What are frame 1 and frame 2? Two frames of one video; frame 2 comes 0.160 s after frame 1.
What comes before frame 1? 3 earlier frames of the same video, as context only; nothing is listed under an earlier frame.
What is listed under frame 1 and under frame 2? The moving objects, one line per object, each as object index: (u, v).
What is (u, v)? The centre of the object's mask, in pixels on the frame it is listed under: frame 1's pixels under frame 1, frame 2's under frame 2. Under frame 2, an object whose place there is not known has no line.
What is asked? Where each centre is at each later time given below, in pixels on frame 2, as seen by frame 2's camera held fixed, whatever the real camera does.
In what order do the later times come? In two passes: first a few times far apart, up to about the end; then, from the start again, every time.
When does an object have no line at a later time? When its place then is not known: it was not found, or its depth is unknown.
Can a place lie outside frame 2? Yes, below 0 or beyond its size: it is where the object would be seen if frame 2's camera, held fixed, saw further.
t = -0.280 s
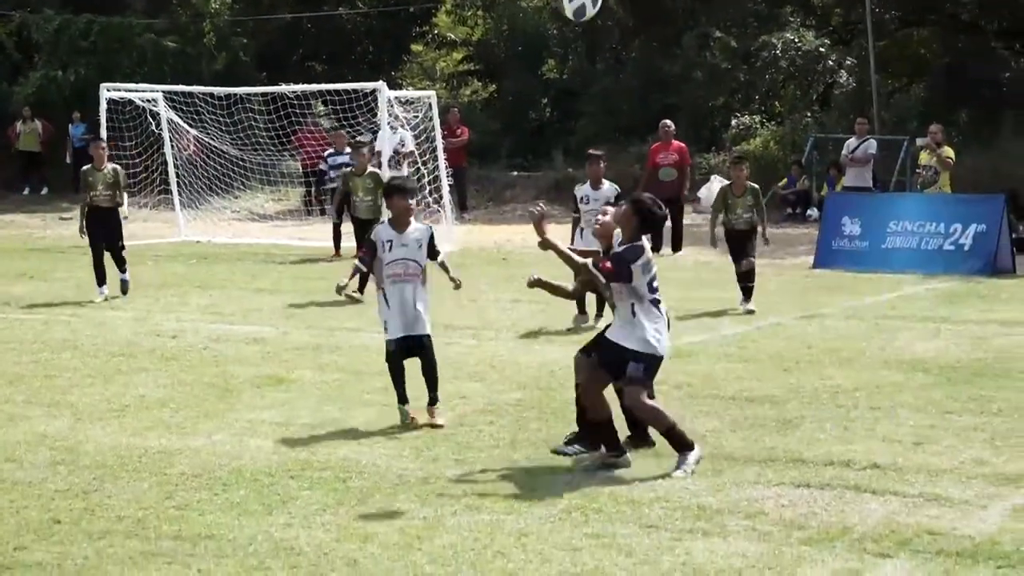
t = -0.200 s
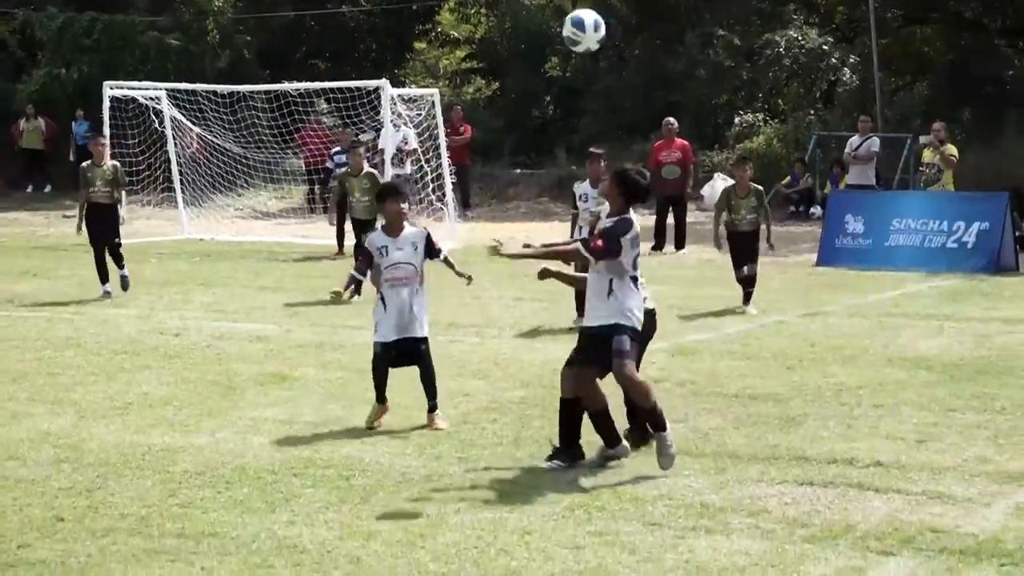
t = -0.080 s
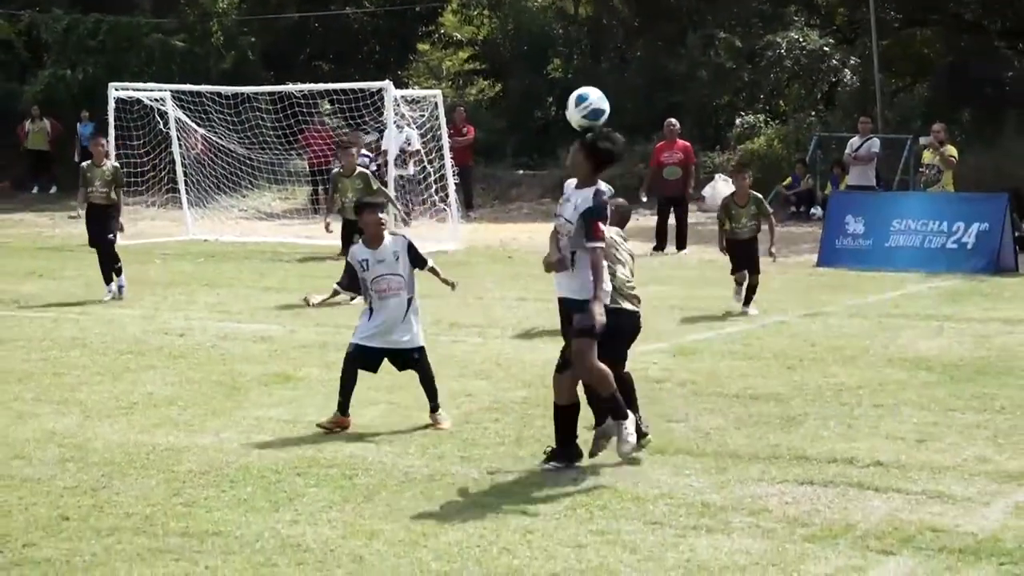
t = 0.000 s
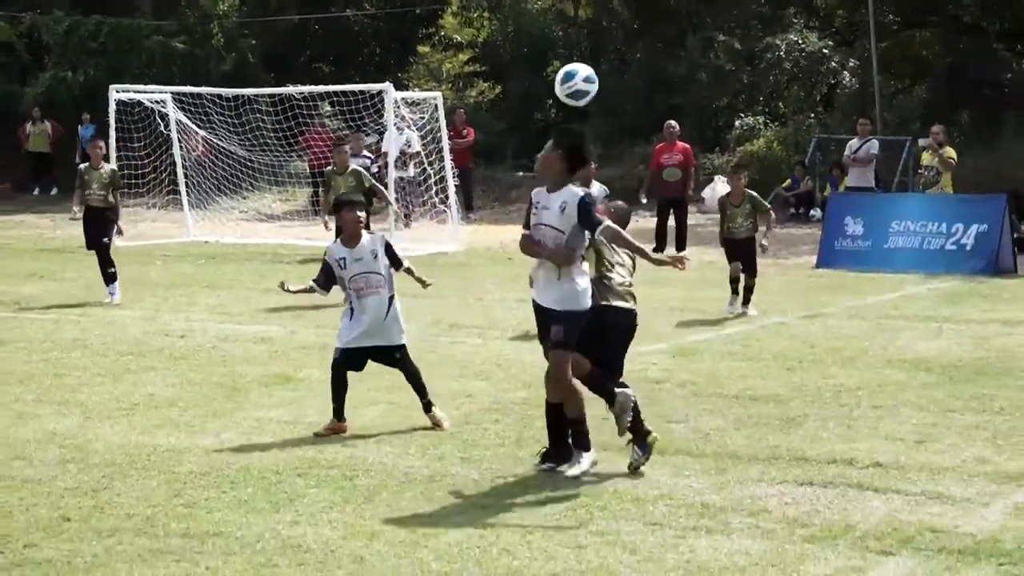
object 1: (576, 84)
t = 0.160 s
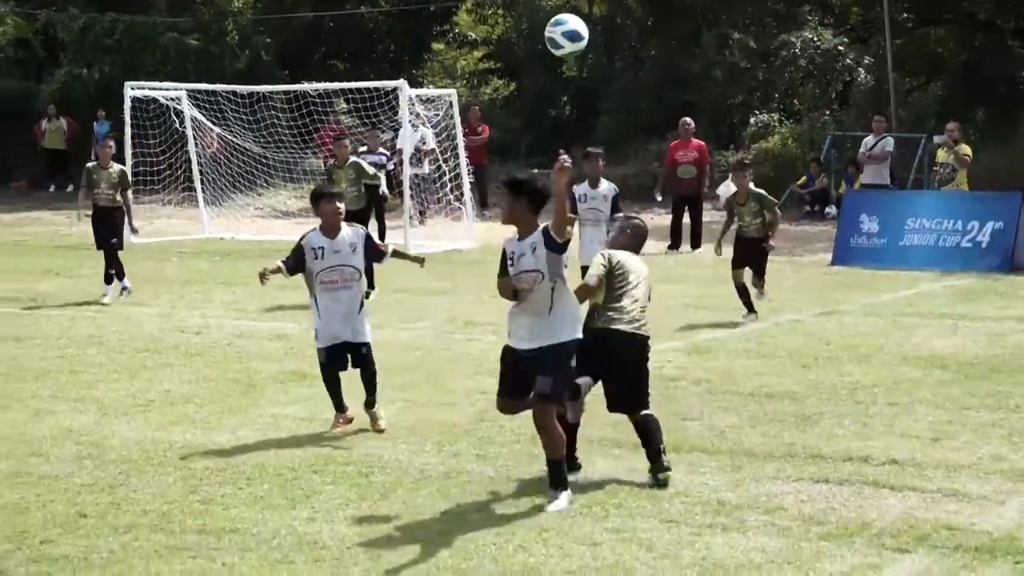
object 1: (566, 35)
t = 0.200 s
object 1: (561, 32)
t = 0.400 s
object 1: (539, 61)
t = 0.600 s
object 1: (518, 173)
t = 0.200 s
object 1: (561, 32)
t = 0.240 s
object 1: (557, 31)
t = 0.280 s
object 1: (552, 34)
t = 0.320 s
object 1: (548, 40)
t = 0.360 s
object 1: (543, 49)
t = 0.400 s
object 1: (539, 61)
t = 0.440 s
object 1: (534, 78)
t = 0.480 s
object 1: (530, 97)
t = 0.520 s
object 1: (526, 120)
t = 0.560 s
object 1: (521, 145)
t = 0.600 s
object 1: (518, 173)
